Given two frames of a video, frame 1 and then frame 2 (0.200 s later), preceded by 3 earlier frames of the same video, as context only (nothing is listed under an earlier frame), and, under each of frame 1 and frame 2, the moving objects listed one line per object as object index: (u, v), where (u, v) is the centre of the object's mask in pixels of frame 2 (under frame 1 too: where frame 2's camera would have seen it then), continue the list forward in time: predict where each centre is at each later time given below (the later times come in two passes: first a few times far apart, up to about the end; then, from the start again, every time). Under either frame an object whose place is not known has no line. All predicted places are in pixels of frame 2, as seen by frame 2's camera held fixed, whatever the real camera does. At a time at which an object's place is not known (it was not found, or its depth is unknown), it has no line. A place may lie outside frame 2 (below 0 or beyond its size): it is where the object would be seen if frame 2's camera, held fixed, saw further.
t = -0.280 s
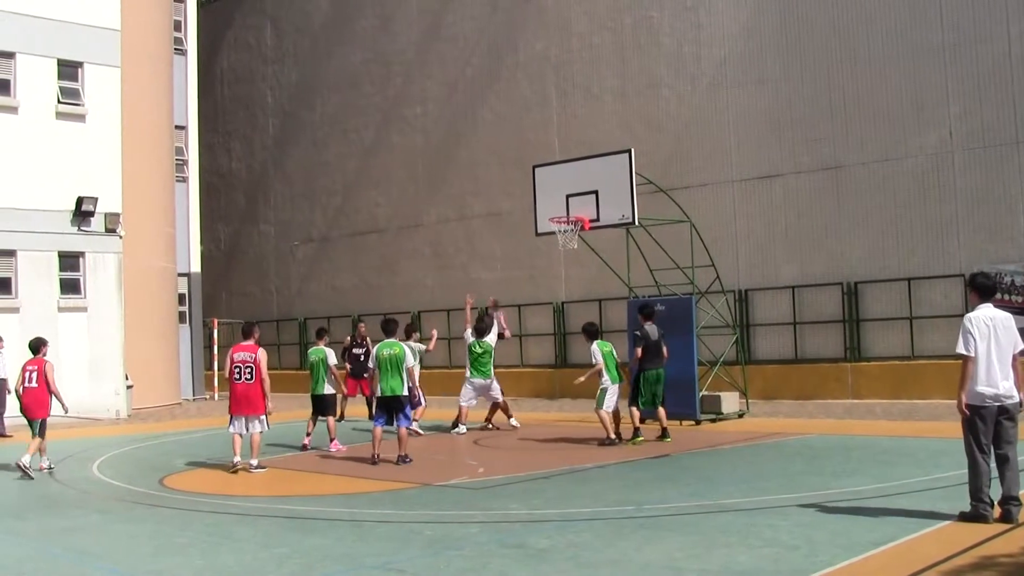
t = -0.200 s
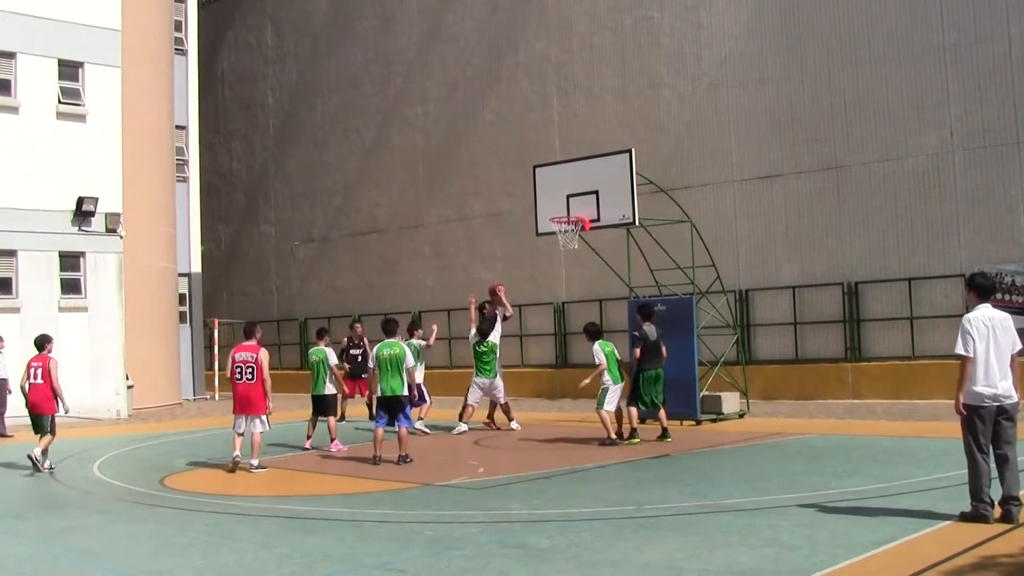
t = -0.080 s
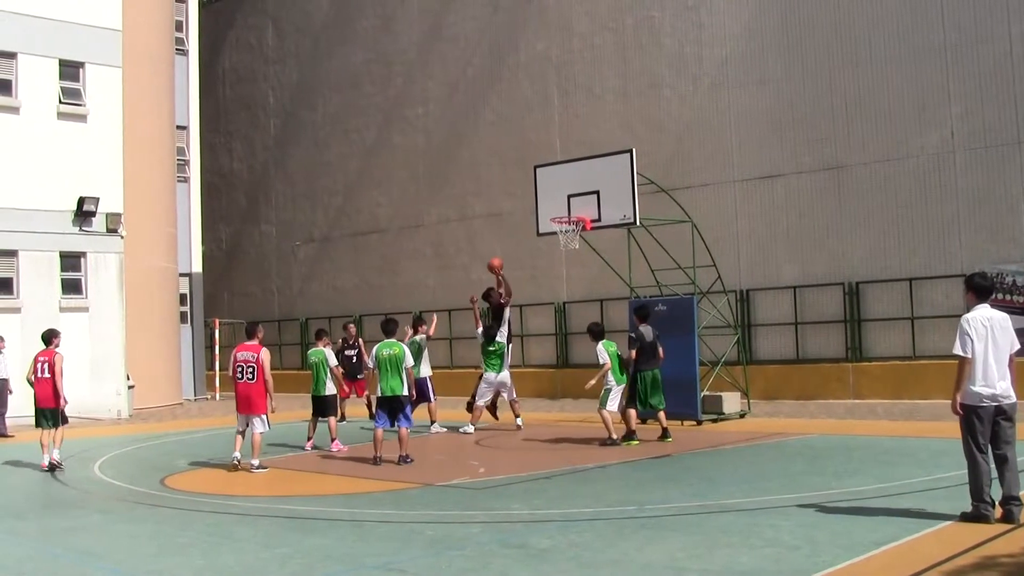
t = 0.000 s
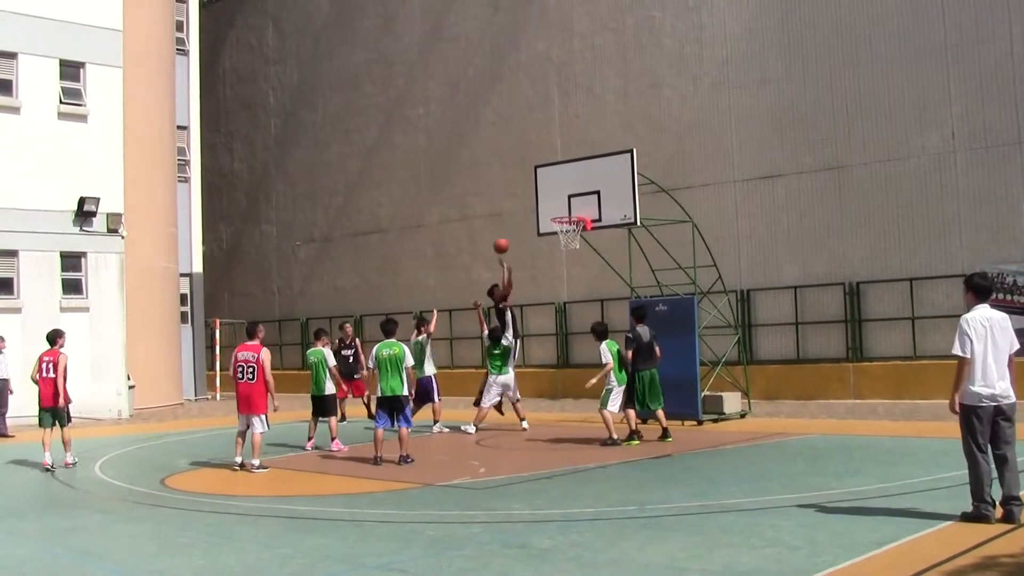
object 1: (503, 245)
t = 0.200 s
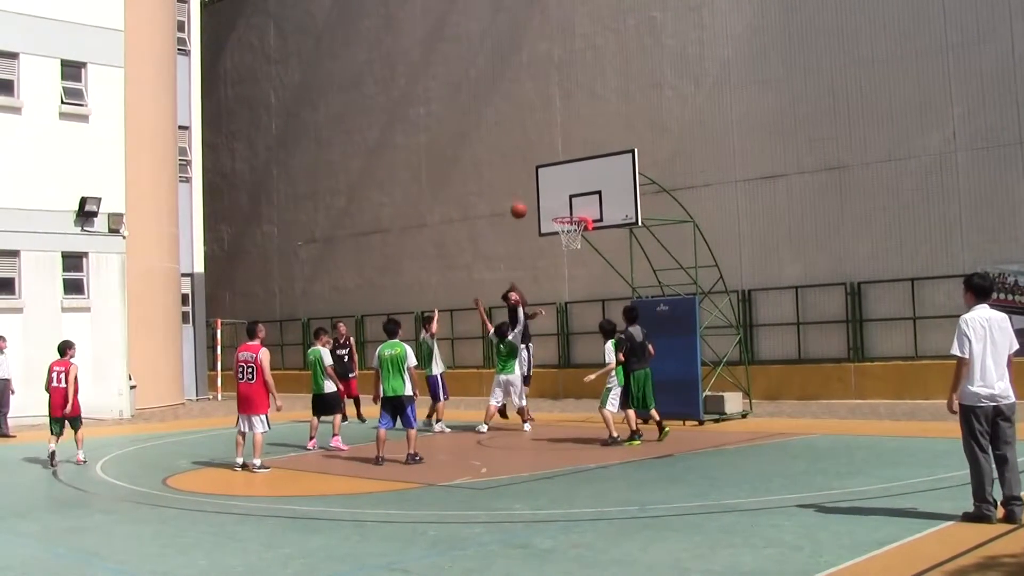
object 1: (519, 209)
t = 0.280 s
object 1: (526, 203)
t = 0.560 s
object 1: (553, 213)
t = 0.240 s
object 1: (522, 206)
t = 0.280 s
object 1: (526, 203)
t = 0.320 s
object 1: (529, 201)
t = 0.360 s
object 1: (533, 200)
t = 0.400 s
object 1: (536, 200)
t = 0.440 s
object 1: (540, 202)
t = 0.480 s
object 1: (544, 204)
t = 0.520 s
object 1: (549, 208)
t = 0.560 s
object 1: (553, 213)
